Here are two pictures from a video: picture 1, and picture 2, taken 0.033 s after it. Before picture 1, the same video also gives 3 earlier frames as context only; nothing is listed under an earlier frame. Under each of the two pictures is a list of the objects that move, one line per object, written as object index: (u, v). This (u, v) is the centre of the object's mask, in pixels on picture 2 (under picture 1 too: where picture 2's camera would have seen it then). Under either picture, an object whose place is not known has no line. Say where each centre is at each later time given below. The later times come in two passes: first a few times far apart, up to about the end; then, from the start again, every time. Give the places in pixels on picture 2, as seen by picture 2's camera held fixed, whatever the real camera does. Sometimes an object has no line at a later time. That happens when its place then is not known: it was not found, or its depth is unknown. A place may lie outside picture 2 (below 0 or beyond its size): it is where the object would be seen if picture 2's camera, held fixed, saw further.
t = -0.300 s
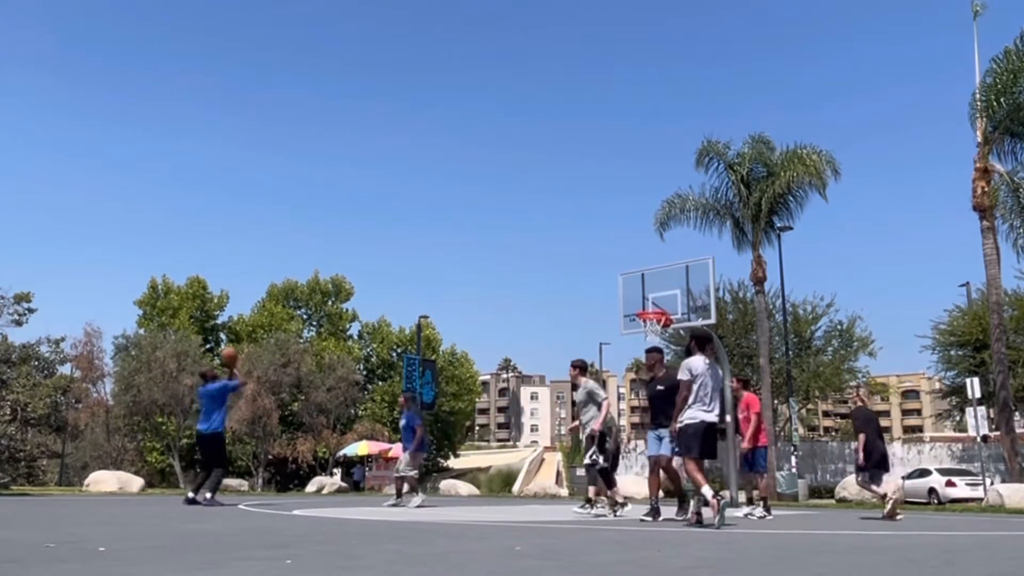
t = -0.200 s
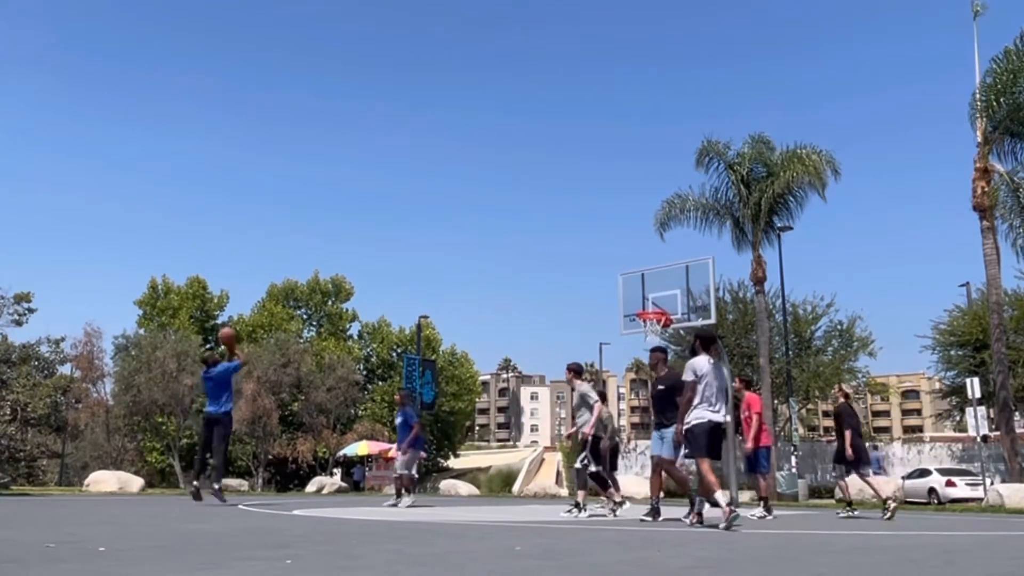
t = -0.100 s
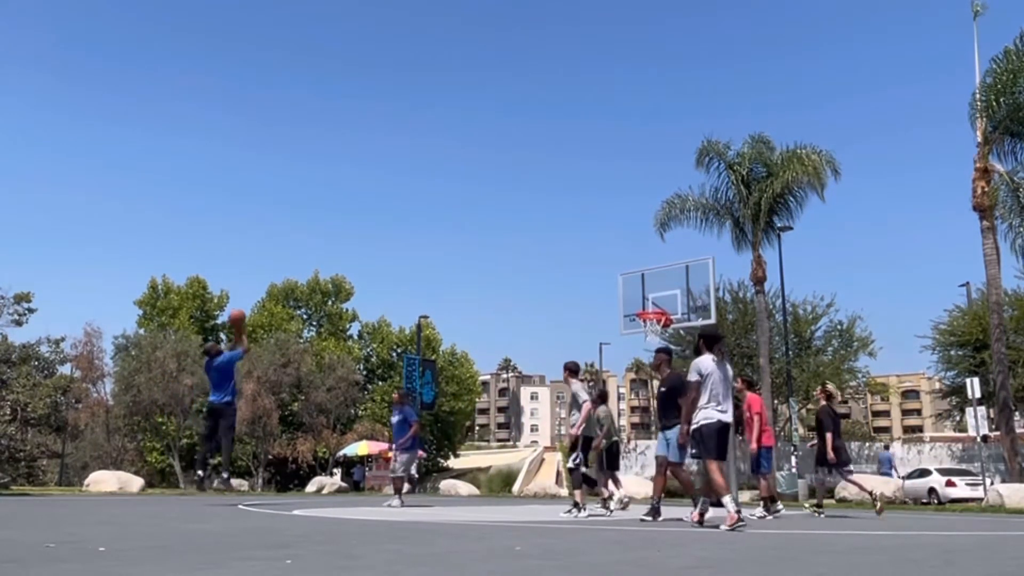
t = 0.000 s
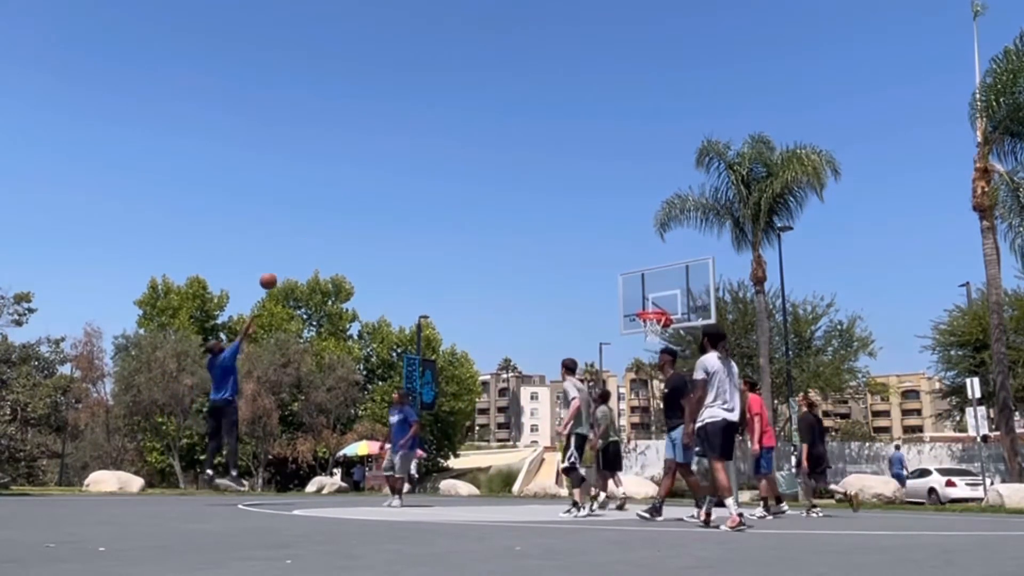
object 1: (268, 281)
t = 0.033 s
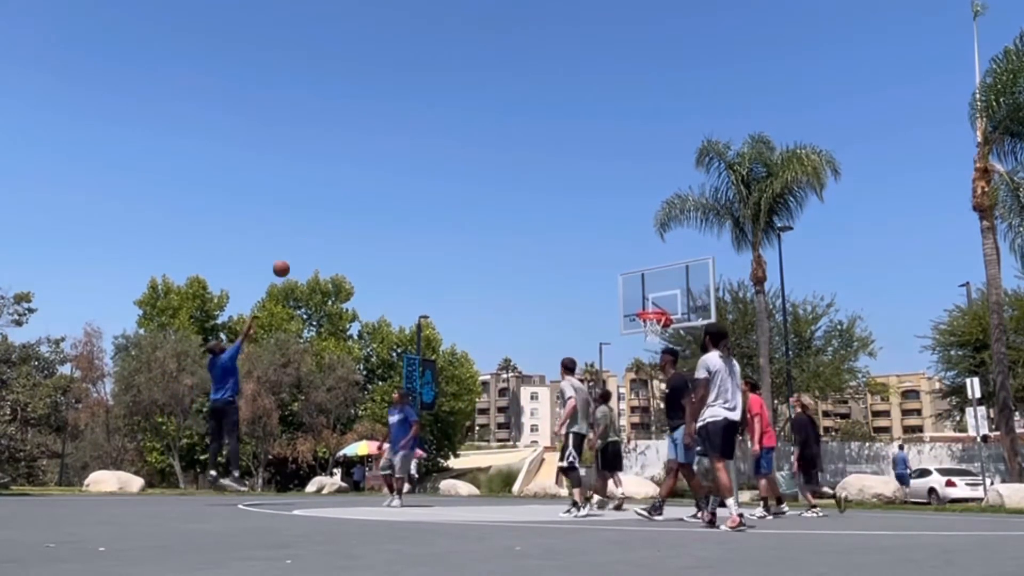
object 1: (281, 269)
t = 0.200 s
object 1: (343, 221)
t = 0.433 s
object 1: (421, 186)
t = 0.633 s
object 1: (482, 183)
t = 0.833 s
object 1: (540, 203)
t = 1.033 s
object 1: (596, 245)
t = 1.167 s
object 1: (633, 284)
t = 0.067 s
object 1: (294, 258)
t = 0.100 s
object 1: (307, 247)
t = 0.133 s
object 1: (319, 238)
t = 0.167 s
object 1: (331, 229)
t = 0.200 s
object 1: (343, 221)
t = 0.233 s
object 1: (355, 214)
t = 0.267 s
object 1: (366, 207)
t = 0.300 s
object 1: (378, 202)
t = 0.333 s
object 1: (389, 197)
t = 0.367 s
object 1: (400, 192)
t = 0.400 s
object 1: (411, 189)
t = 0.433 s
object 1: (421, 186)
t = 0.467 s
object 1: (432, 184)
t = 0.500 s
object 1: (442, 183)
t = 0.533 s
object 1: (452, 182)
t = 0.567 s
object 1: (462, 182)
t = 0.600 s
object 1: (472, 182)
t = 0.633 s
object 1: (482, 183)
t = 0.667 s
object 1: (492, 185)
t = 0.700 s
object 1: (502, 187)
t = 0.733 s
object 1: (512, 190)
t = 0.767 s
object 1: (521, 193)
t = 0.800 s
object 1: (531, 198)
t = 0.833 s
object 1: (540, 203)
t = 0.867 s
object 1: (550, 208)
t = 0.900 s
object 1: (559, 214)
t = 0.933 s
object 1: (568, 221)
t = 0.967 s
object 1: (578, 228)
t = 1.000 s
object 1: (587, 236)
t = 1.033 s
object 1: (596, 245)
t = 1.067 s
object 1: (606, 254)
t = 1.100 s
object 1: (615, 263)
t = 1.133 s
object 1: (624, 273)
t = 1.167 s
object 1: (633, 284)
